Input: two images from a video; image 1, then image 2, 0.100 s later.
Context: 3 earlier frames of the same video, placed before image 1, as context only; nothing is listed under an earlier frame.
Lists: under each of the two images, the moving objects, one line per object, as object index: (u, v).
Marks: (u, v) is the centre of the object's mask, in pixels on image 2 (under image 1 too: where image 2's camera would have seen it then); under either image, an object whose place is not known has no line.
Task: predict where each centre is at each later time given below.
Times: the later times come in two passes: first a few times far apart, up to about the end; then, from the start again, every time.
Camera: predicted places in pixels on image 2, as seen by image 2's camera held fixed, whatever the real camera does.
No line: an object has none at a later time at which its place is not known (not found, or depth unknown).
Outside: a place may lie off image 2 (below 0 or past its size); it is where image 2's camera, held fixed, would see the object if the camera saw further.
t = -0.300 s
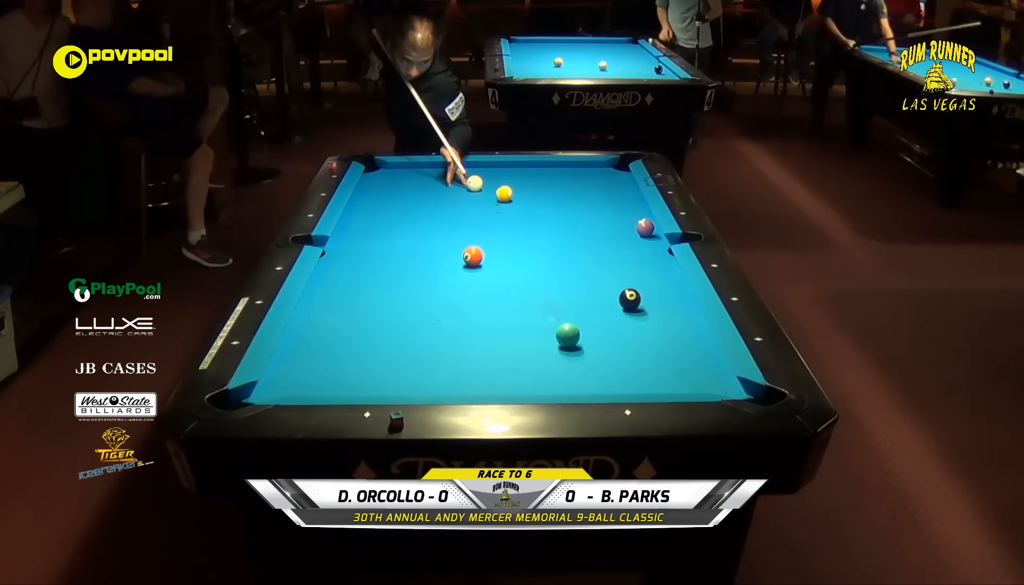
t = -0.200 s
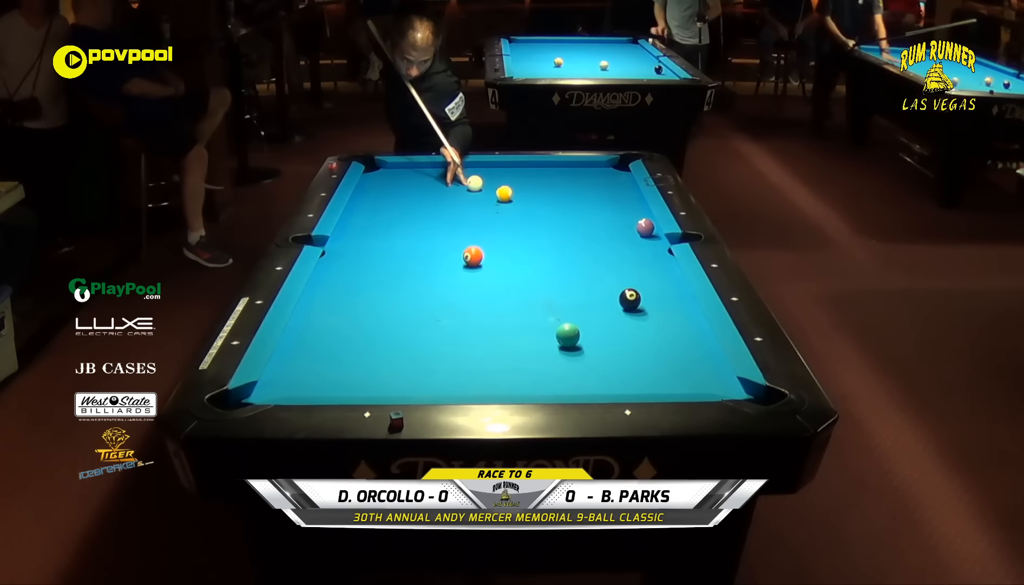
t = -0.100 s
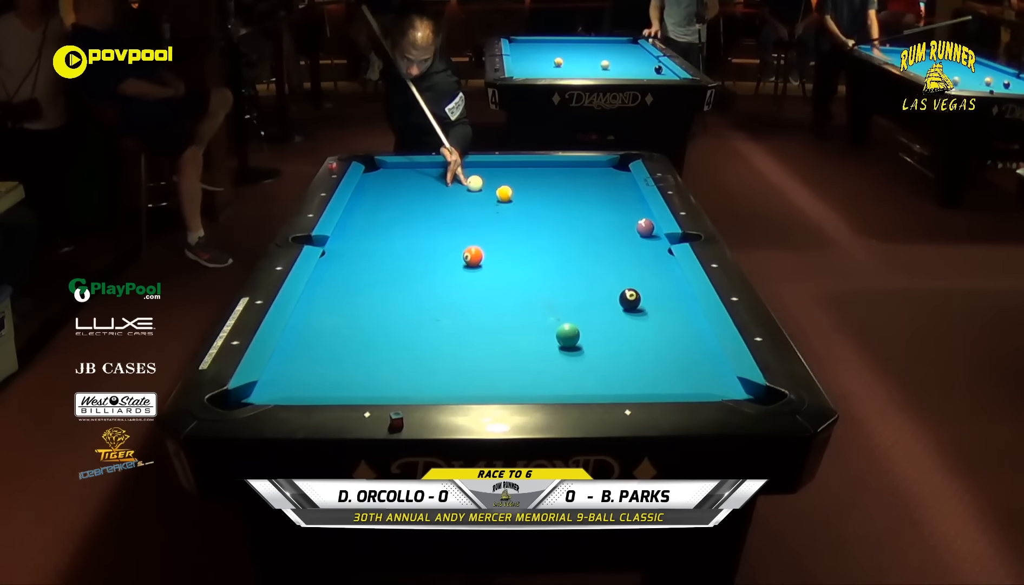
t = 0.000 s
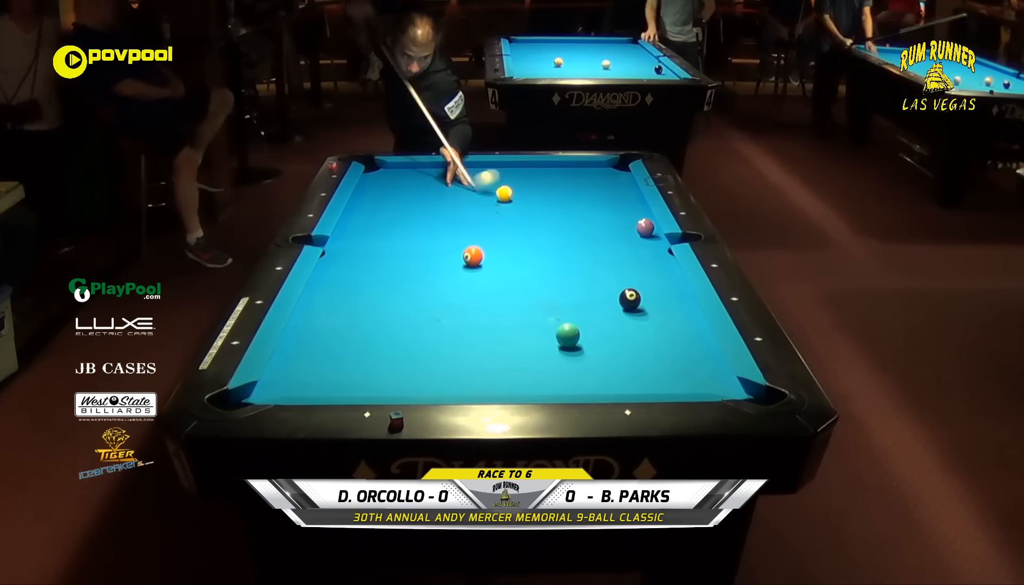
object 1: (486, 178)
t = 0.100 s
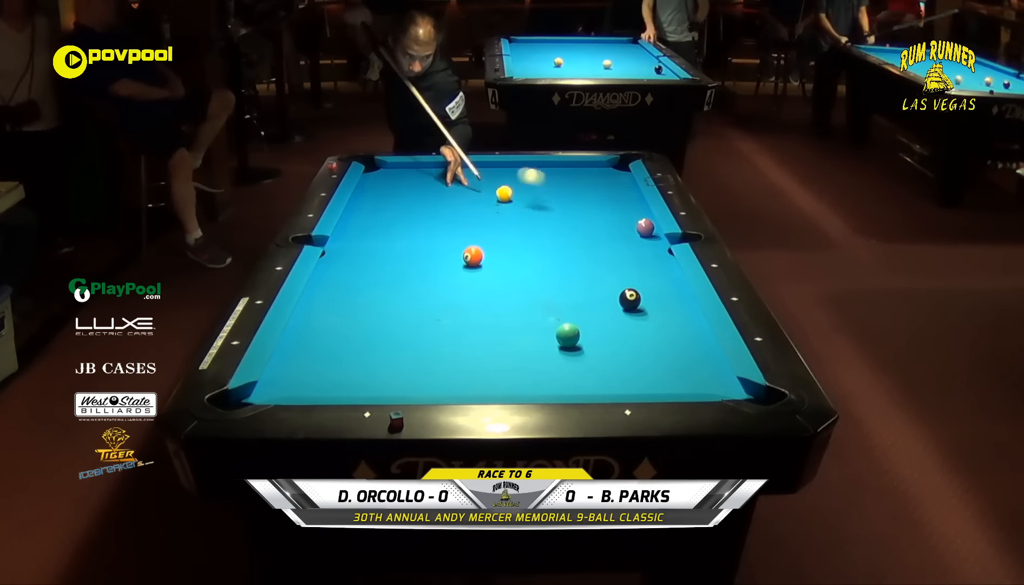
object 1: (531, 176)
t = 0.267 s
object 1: (614, 217)
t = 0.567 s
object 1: (667, 270)
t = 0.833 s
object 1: (652, 307)
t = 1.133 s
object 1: (627, 350)
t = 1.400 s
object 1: (596, 385)
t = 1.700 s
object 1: (540, 360)
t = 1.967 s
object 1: (497, 339)
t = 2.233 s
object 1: (459, 320)
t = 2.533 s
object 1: (423, 302)
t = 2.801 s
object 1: (394, 289)
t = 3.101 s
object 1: (365, 275)
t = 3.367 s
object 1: (343, 264)
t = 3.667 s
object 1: (336, 254)
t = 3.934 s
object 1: (351, 248)
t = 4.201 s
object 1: (363, 242)
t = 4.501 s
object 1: (375, 237)
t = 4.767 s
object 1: (384, 233)
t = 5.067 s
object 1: (392, 229)
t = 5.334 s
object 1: (397, 226)
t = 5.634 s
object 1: (403, 224)
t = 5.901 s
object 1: (406, 222)
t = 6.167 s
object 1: (409, 221)
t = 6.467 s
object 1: (410, 221)
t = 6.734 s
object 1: (410, 221)
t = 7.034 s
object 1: (410, 221)
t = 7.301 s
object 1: (410, 221)
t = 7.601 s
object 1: (410, 221)
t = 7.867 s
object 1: (410, 221)
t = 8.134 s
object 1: (410, 221)
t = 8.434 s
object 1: (410, 221)
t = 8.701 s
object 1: (410, 221)
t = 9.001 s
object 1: (410, 221)
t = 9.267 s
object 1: (410, 221)
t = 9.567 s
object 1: (410, 221)
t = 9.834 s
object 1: (410, 221)
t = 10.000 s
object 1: (410, 221)
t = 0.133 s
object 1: (546, 181)
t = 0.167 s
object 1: (563, 190)
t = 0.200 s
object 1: (581, 204)
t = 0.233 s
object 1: (597, 215)
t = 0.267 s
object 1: (614, 217)
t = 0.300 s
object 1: (628, 219)
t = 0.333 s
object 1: (636, 222)
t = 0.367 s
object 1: (642, 227)
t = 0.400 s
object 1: (649, 238)
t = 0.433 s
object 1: (655, 248)
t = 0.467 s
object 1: (661, 252)
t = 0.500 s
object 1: (666, 258)
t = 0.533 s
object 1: (667, 265)
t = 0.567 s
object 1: (667, 270)
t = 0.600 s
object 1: (666, 276)
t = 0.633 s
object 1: (664, 281)
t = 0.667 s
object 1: (663, 285)
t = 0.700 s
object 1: (661, 290)
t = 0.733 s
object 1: (659, 295)
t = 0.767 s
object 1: (657, 298)
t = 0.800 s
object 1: (654, 303)
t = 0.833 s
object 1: (652, 307)
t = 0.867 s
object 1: (649, 312)
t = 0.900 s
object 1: (646, 316)
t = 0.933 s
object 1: (644, 321)
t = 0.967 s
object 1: (641, 325)
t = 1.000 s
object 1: (638, 331)
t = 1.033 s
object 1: (636, 335)
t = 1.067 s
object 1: (633, 341)
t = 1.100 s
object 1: (630, 345)
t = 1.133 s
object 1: (627, 350)
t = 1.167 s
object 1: (624, 356)
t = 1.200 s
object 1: (620, 361)
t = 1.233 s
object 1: (617, 367)
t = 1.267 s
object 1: (614, 372)
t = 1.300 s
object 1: (610, 378)
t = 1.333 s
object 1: (607, 382)
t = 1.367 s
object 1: (603, 385)
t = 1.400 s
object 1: (596, 385)
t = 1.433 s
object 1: (590, 383)
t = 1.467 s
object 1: (583, 380)
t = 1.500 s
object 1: (577, 377)
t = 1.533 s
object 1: (570, 374)
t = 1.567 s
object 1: (564, 372)
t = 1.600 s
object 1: (558, 368)
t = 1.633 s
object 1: (552, 366)
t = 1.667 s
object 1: (546, 363)
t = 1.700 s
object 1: (540, 360)
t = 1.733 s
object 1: (535, 357)
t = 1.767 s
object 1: (529, 354)
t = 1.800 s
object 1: (524, 352)
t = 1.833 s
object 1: (518, 349)
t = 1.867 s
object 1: (513, 346)
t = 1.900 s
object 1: (507, 344)
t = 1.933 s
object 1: (502, 341)
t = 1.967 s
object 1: (497, 339)
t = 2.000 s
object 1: (492, 337)
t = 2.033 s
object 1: (487, 334)
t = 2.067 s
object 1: (482, 331)
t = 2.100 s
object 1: (478, 329)
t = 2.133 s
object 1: (473, 327)
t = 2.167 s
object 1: (469, 325)
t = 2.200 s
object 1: (464, 323)
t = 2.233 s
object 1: (459, 320)
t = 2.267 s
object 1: (455, 318)
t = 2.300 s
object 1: (450, 316)
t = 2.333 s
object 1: (446, 314)
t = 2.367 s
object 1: (442, 312)
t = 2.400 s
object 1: (438, 310)
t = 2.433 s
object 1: (434, 308)
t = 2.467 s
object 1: (430, 306)
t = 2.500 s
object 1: (426, 304)
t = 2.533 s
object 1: (423, 302)
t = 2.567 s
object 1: (419, 301)
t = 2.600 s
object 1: (415, 299)
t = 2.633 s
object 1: (411, 297)
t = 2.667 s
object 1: (408, 295)
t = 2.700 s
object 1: (404, 293)
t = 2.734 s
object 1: (401, 292)
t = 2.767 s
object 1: (397, 290)
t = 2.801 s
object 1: (394, 289)
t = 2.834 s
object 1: (391, 287)
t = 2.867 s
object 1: (387, 286)
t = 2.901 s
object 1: (384, 284)
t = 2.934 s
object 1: (380, 282)
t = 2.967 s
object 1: (377, 281)
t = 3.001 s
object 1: (374, 279)
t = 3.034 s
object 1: (371, 278)
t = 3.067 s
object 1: (368, 276)
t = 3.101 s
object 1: (365, 275)
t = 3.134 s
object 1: (362, 273)
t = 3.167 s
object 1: (360, 272)
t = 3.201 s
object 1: (357, 271)
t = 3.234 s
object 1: (354, 270)
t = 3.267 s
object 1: (351, 268)
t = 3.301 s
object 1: (348, 267)
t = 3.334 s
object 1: (346, 265)
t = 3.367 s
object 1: (343, 264)
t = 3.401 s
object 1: (340, 263)
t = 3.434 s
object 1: (338, 262)
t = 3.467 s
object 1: (335, 260)
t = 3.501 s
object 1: (333, 259)
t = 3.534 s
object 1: (330, 258)
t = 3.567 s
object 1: (331, 257)
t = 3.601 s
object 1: (333, 256)
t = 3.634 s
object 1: (334, 255)
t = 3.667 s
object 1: (336, 254)
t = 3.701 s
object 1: (339, 253)
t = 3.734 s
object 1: (340, 253)
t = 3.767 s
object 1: (342, 252)
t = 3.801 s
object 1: (344, 251)
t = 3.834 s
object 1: (346, 250)
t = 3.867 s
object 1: (347, 249)
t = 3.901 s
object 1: (349, 249)
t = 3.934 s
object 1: (351, 248)
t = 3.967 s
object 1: (352, 247)
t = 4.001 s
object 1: (354, 246)
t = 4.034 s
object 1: (356, 246)
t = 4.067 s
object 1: (357, 245)
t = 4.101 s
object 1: (359, 244)
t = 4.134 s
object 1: (360, 244)
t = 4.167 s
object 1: (362, 243)
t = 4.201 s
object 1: (363, 242)
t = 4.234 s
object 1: (364, 242)
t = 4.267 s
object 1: (366, 241)
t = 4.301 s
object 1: (367, 240)
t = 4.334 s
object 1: (369, 240)
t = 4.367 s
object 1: (370, 239)
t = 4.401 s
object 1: (371, 239)
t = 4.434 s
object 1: (373, 238)
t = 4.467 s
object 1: (374, 237)
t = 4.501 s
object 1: (375, 237)
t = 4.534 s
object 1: (376, 236)
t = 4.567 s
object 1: (377, 236)
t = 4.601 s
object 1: (379, 235)
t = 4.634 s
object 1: (380, 235)
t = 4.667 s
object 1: (381, 234)
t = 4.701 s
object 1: (382, 234)
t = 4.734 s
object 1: (383, 233)
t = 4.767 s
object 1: (384, 233)
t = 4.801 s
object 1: (385, 232)
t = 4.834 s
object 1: (386, 232)
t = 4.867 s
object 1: (387, 232)
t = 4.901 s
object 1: (387, 231)
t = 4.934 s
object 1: (388, 231)
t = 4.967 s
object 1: (389, 230)
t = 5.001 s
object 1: (390, 230)
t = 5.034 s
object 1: (391, 229)
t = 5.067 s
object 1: (392, 229)
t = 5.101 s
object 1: (392, 229)
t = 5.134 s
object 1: (393, 228)
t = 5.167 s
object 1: (394, 228)
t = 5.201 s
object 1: (395, 227)
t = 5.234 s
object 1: (395, 227)
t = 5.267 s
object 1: (396, 227)
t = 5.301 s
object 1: (397, 226)
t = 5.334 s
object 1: (397, 226)
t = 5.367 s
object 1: (398, 226)
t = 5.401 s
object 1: (399, 226)
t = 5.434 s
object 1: (399, 225)
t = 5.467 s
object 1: (400, 225)
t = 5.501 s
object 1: (400, 225)
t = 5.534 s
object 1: (401, 225)
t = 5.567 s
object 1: (402, 224)
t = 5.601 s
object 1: (402, 224)
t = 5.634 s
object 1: (403, 224)
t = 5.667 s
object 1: (403, 224)
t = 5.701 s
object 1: (404, 224)
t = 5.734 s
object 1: (404, 223)
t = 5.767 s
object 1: (405, 223)
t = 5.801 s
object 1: (405, 223)
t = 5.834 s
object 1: (406, 223)
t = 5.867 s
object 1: (406, 223)
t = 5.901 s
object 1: (406, 222)
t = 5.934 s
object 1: (407, 222)
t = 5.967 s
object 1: (407, 222)
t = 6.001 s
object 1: (407, 222)
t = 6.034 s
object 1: (408, 222)
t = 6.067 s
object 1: (408, 222)
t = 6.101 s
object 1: (408, 221)
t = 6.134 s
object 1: (408, 221)
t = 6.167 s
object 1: (409, 221)
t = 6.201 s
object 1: (409, 221)
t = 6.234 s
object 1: (409, 221)
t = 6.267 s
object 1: (409, 221)
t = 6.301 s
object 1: (409, 221)
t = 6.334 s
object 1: (409, 221)
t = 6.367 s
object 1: (409, 221)
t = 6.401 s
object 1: (409, 221)
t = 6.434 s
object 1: (410, 221)
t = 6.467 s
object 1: (410, 221)
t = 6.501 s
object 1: (410, 221)
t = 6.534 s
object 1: (410, 221)
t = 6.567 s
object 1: (410, 221)
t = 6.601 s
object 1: (410, 221)
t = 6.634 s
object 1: (410, 221)
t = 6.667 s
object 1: (410, 221)
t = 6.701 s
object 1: (410, 221)
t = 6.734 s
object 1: (410, 221)
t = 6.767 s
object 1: (410, 221)
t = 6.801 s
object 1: (410, 221)
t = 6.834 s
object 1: (410, 221)
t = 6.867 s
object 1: (410, 221)
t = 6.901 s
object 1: (410, 221)
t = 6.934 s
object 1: (410, 221)
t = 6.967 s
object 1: (410, 221)
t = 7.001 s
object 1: (410, 221)
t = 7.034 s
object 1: (410, 221)
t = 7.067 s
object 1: (410, 221)
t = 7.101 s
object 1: (410, 221)
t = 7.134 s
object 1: (410, 221)
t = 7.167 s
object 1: (410, 221)
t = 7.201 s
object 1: (410, 221)
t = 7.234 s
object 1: (410, 221)
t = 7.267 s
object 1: (410, 221)
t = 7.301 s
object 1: (410, 221)
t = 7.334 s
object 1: (410, 221)
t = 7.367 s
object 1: (410, 221)
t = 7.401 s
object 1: (410, 221)
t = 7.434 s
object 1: (410, 221)
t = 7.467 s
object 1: (410, 221)
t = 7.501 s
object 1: (410, 221)
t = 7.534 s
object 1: (410, 221)
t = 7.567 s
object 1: (410, 221)
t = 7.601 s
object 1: (410, 221)
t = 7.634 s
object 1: (410, 221)
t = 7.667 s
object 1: (410, 221)
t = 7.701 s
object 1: (410, 221)
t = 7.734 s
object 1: (410, 221)
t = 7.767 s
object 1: (410, 221)
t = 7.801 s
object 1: (410, 221)
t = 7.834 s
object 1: (410, 221)
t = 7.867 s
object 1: (410, 221)
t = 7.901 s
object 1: (410, 221)
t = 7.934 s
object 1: (410, 221)
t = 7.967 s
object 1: (410, 221)
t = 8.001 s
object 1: (410, 221)
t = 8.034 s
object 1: (410, 221)
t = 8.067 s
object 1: (410, 221)
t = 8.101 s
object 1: (410, 221)
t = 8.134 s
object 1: (410, 221)
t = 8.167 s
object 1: (410, 221)
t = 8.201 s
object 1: (410, 221)
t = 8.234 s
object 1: (410, 221)
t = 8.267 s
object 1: (410, 221)
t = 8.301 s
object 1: (410, 221)
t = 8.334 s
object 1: (410, 221)
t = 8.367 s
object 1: (410, 221)
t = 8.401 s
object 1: (410, 221)
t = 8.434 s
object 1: (410, 221)
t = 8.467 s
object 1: (410, 221)
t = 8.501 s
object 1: (410, 221)
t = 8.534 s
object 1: (410, 221)
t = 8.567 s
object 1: (410, 221)
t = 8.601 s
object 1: (410, 221)
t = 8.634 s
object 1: (410, 221)
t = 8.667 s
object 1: (410, 221)
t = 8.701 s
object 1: (410, 221)
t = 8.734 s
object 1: (410, 221)
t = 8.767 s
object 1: (410, 221)
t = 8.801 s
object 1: (410, 221)
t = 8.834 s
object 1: (410, 221)
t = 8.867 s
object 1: (410, 221)
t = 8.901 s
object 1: (410, 221)
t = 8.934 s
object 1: (410, 221)
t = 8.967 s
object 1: (410, 221)
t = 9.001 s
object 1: (410, 221)
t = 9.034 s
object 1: (410, 221)
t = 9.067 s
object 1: (410, 221)
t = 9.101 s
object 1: (410, 221)
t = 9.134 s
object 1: (410, 221)
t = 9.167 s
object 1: (410, 221)
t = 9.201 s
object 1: (410, 221)
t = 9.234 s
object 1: (410, 221)
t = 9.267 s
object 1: (410, 221)
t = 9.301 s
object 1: (410, 221)
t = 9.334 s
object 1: (410, 221)
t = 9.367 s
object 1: (410, 221)
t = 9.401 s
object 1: (410, 221)
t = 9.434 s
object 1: (410, 221)
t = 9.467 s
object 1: (410, 221)
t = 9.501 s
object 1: (410, 221)
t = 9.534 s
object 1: (410, 221)
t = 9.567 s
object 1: (410, 221)
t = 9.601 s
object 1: (410, 221)
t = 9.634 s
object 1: (410, 221)
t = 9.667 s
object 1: (410, 221)
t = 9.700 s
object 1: (410, 221)
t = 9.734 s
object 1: (410, 221)
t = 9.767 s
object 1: (410, 221)
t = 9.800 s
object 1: (410, 221)
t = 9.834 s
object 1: (410, 221)
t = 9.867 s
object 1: (410, 221)
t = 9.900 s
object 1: (410, 221)
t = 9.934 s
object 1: (410, 221)
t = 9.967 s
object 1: (410, 221)
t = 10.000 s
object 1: (410, 221)
